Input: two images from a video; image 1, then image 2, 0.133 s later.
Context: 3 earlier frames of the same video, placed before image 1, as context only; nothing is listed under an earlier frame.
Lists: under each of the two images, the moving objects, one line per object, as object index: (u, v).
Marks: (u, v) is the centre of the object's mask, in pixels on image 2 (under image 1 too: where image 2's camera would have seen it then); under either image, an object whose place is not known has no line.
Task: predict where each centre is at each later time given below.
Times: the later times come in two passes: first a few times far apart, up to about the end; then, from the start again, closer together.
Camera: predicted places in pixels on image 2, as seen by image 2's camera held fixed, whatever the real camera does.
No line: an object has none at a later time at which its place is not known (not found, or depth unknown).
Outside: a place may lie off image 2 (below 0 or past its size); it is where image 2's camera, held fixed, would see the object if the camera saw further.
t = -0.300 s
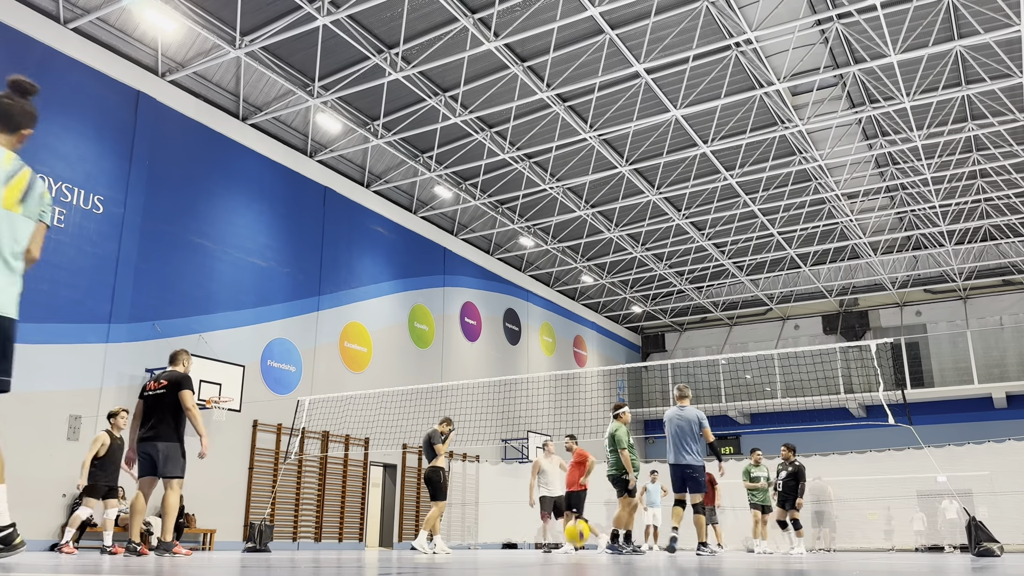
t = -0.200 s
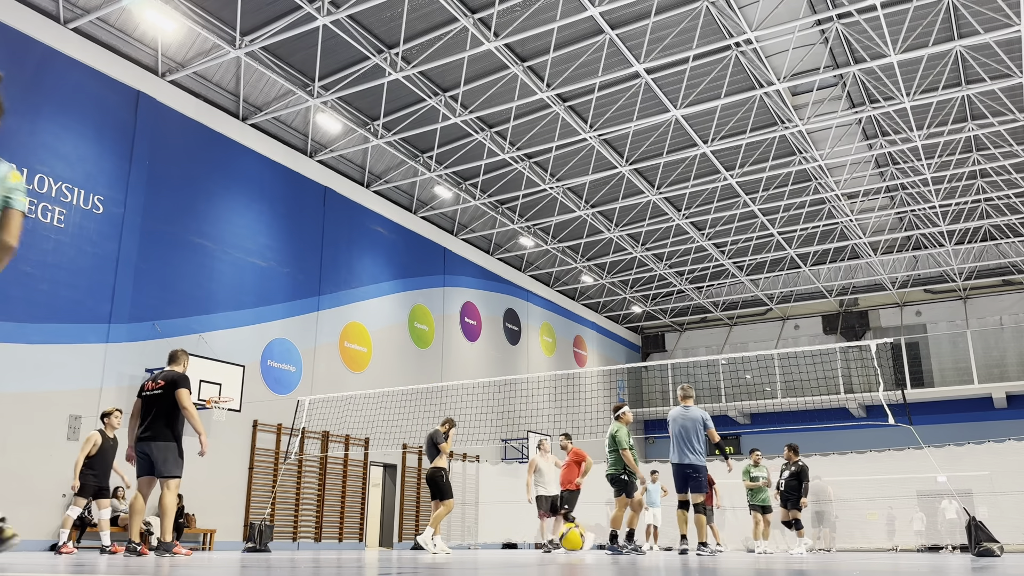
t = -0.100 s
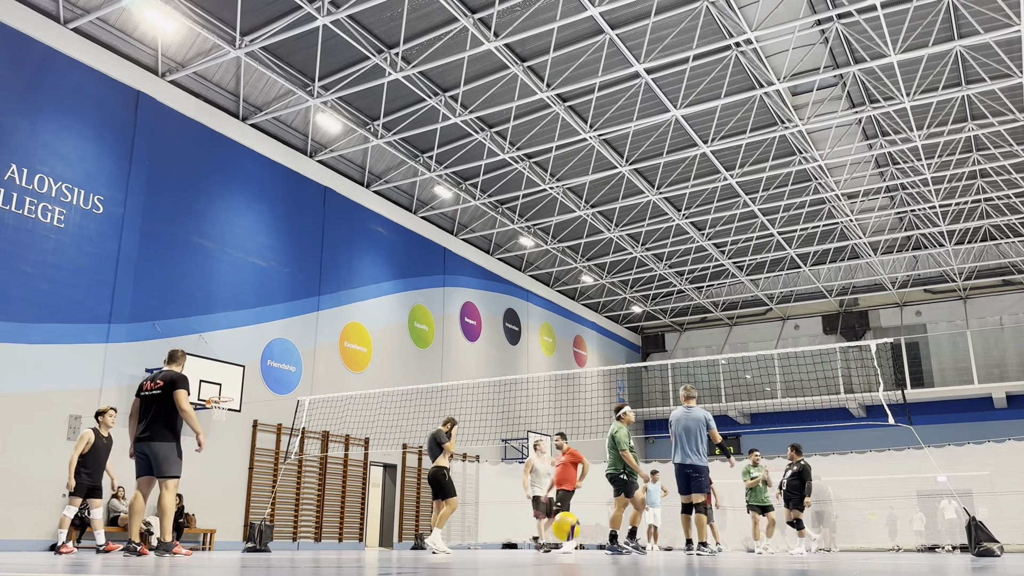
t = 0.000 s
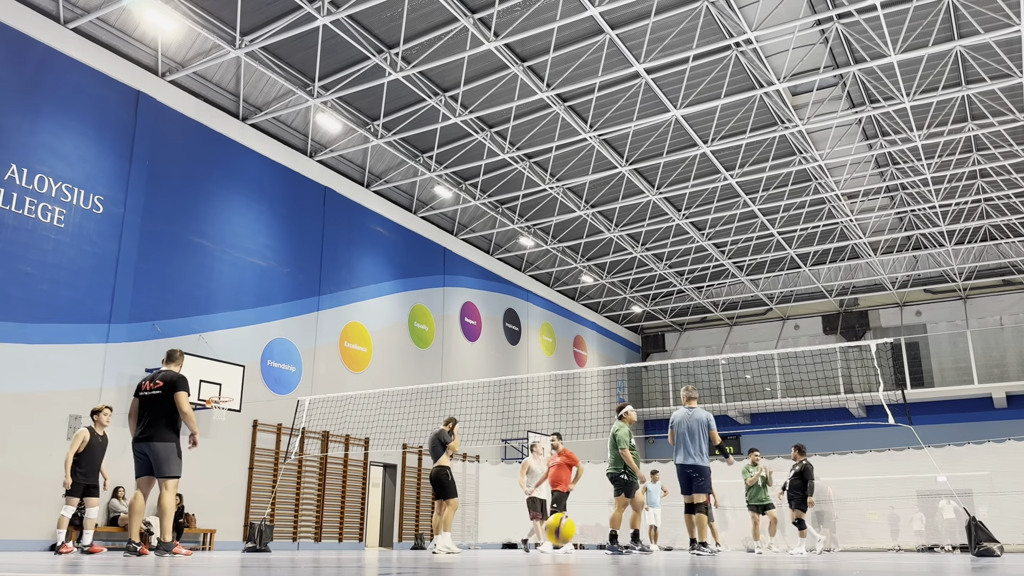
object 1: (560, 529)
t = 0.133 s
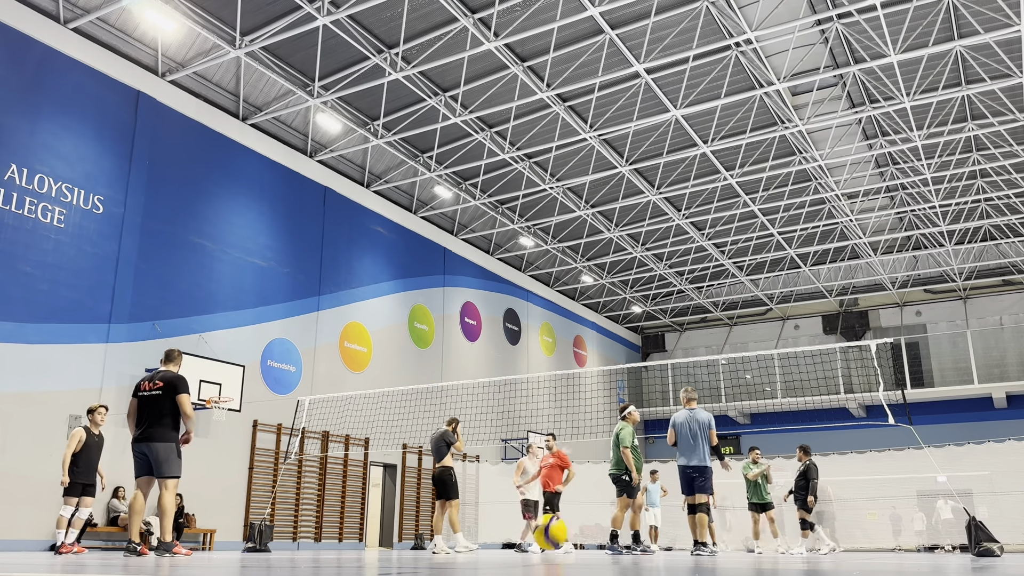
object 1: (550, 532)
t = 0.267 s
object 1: (538, 526)
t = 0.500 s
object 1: (508, 524)
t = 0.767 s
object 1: (452, 520)
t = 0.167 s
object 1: (547, 528)
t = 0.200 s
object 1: (543, 526)
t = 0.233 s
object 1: (541, 525)
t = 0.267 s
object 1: (538, 526)
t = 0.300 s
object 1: (534, 530)
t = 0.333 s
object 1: (530, 536)
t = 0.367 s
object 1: (526, 534)
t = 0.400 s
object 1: (522, 528)
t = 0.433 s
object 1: (517, 525)
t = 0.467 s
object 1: (513, 523)
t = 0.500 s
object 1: (508, 524)
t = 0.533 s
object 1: (503, 526)
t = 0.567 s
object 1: (497, 533)
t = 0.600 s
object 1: (490, 527)
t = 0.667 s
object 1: (476, 515)
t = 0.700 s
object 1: (469, 514)
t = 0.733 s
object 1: (461, 514)
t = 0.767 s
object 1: (452, 520)
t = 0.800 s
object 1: (442, 526)
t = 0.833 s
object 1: (430, 516)
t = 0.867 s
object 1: (418, 509)
